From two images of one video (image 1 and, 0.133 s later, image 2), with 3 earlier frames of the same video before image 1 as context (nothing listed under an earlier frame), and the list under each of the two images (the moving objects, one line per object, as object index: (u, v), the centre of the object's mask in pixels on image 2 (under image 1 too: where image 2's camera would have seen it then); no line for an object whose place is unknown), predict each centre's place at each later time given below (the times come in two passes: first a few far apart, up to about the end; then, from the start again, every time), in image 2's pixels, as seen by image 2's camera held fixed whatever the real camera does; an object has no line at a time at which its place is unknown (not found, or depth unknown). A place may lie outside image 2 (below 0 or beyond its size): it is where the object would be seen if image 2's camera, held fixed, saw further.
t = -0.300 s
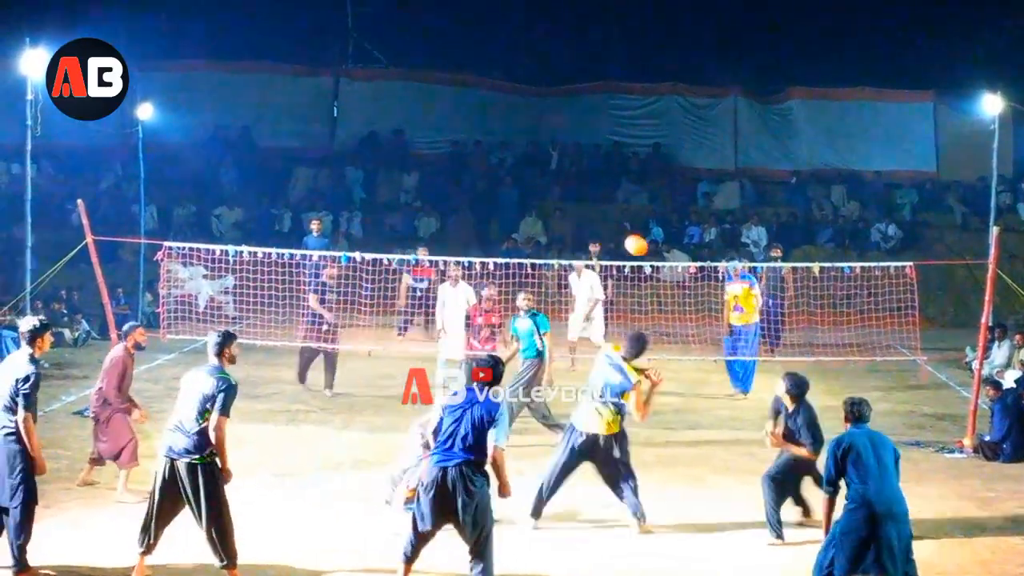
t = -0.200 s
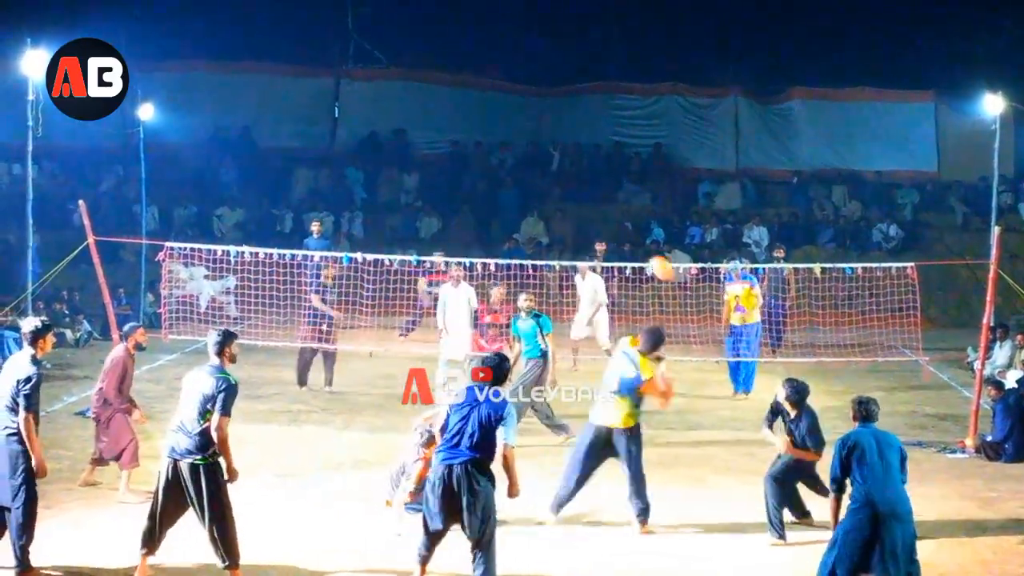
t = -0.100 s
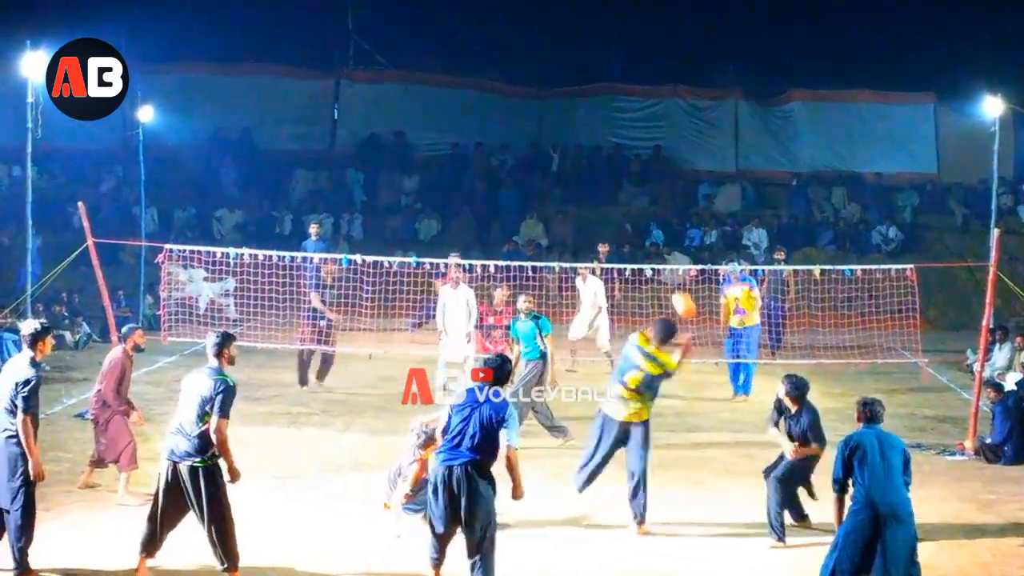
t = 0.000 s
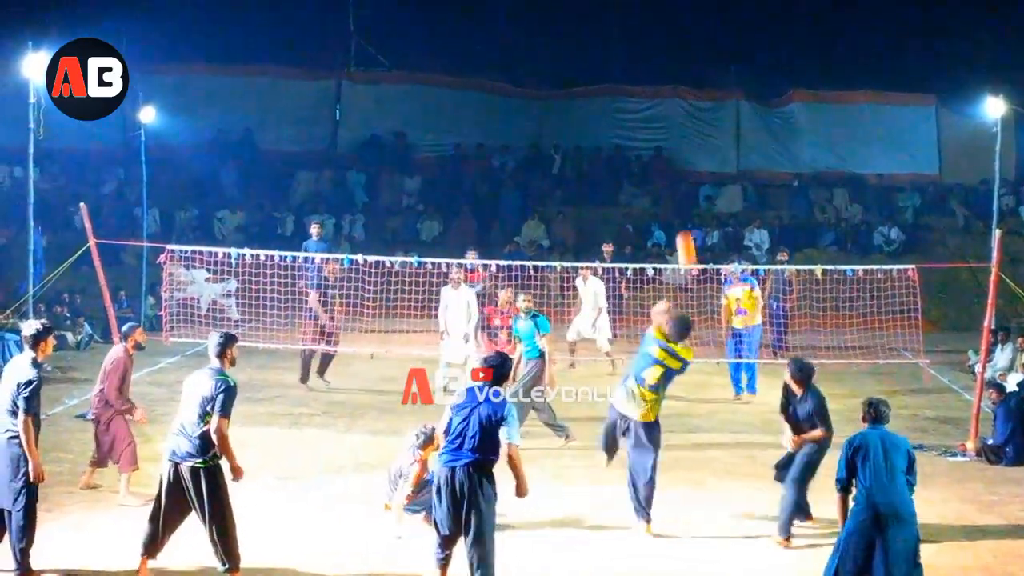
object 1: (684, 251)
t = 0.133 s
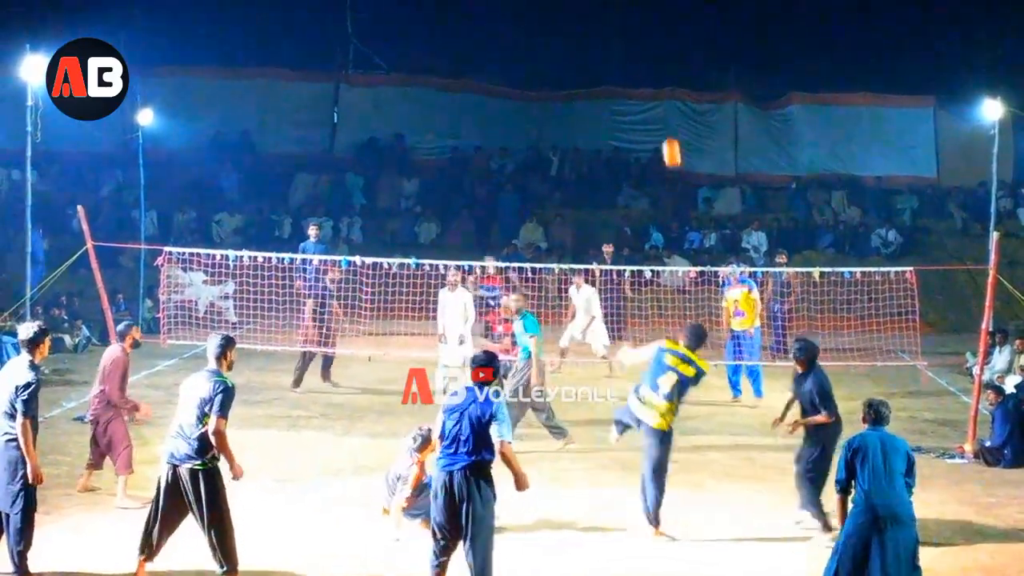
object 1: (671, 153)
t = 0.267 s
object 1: (663, 87)
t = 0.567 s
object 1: (650, 35)
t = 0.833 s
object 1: (640, 62)
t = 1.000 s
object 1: (635, 101)
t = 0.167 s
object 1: (669, 134)
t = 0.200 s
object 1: (667, 117)
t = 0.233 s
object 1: (665, 101)
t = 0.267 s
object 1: (663, 87)
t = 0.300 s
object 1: (662, 75)
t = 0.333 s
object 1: (660, 66)
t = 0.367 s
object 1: (659, 57)
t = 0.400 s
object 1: (657, 50)
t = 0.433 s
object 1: (656, 44)
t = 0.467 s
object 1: (654, 40)
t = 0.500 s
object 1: (653, 38)
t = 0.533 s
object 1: (652, 36)
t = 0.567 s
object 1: (650, 35)
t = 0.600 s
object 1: (649, 36)
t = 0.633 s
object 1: (648, 37)
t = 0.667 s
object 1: (646, 40)
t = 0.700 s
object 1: (645, 43)
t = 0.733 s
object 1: (644, 46)
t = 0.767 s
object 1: (642, 51)
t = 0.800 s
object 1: (641, 56)
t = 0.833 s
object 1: (640, 62)
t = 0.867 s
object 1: (639, 69)
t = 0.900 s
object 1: (638, 77)
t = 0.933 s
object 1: (637, 84)
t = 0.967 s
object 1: (636, 92)
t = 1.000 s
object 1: (635, 101)
